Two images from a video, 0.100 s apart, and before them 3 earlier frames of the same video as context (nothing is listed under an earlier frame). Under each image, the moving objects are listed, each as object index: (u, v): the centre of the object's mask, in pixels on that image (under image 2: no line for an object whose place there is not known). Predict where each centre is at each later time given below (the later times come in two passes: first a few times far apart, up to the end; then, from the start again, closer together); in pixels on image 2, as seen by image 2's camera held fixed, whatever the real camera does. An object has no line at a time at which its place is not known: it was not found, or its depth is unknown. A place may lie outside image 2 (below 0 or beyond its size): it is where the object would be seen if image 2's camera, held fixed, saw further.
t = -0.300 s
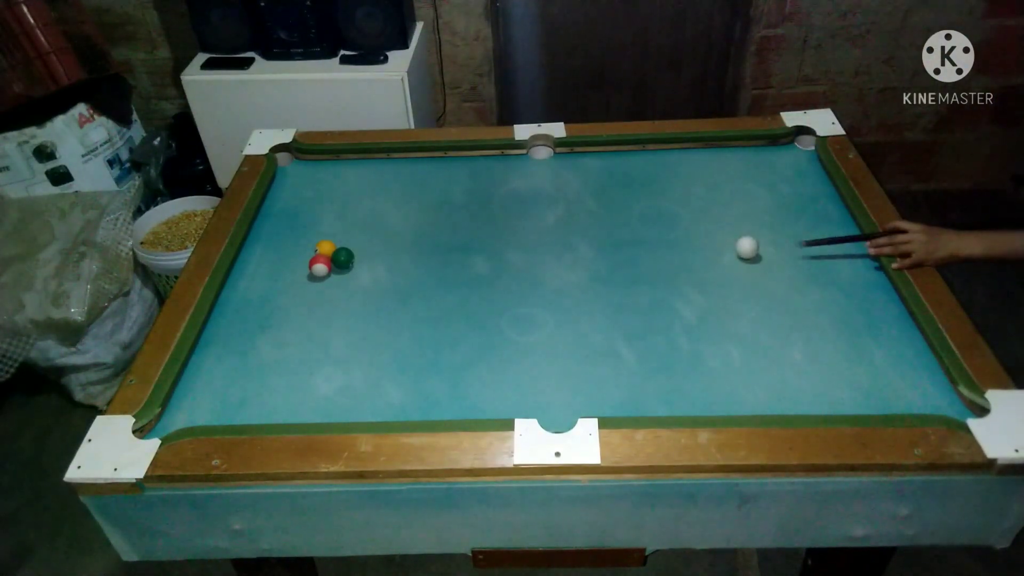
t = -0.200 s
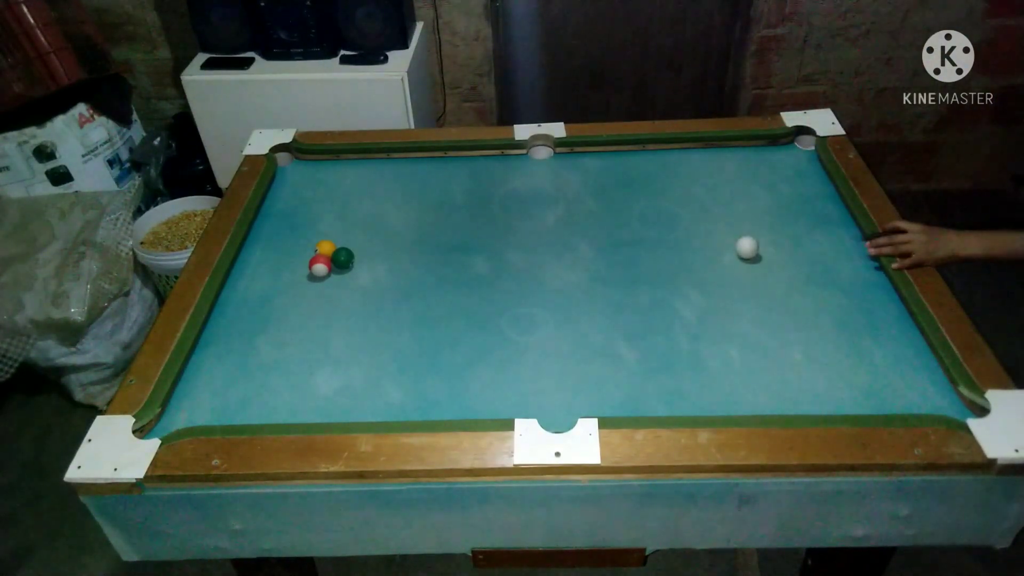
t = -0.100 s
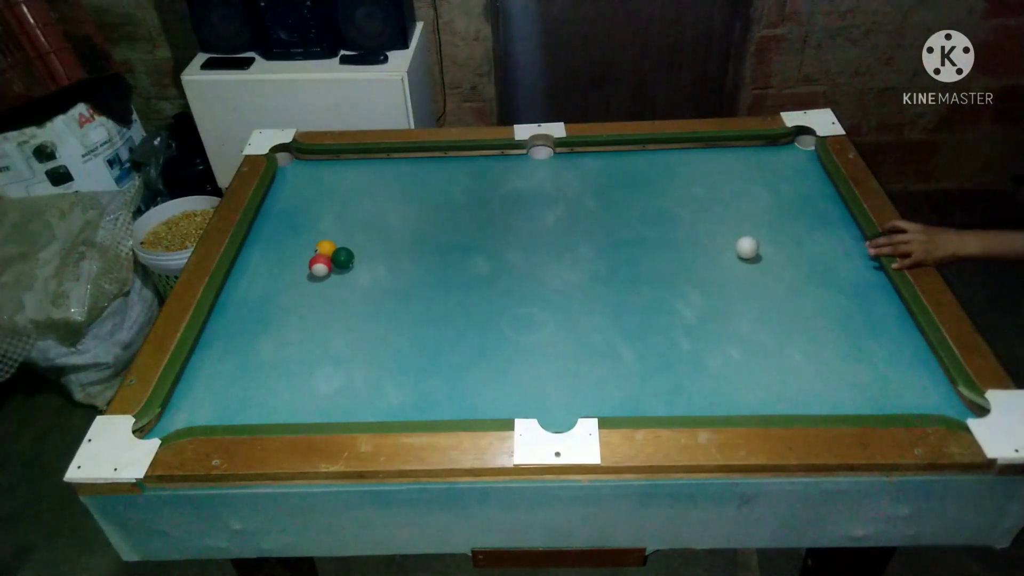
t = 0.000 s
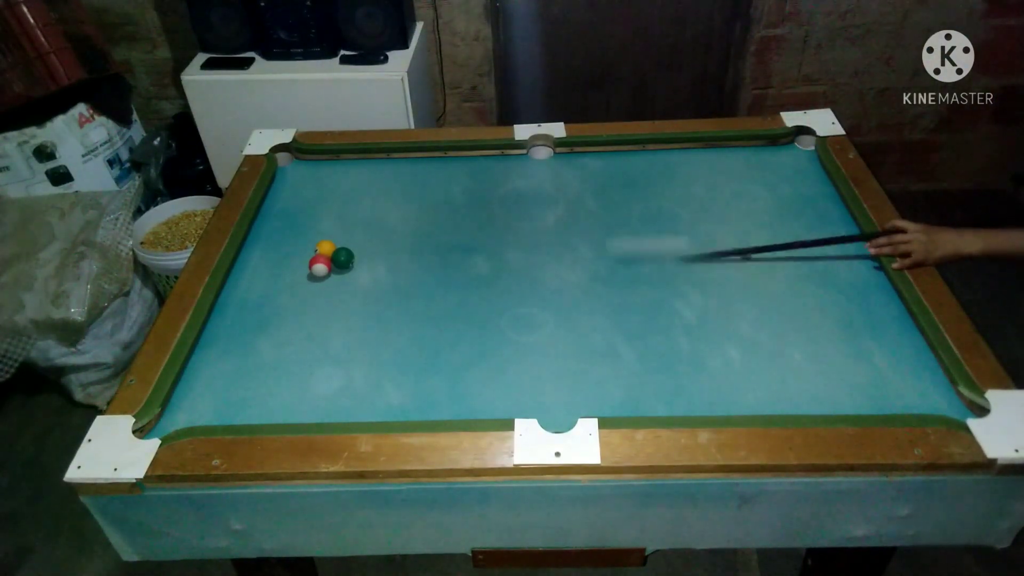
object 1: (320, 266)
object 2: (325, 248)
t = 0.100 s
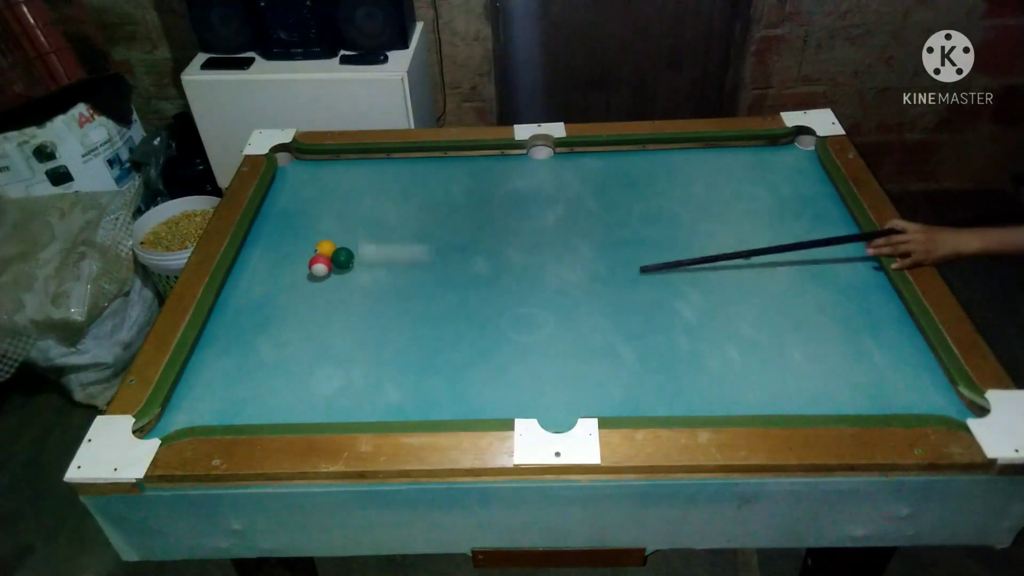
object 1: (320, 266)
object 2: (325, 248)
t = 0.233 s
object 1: (291, 309)
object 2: (293, 240)
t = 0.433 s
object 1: (488, 355)
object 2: (270, 226)
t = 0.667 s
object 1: (749, 404)
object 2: (284, 224)
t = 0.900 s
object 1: (915, 352)
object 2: (286, 224)
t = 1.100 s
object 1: (779, 301)
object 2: (287, 224)
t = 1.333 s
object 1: (651, 251)
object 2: (287, 224)
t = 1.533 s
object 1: (561, 217)
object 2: (287, 224)
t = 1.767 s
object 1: (473, 182)
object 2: (287, 224)
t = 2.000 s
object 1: (425, 157)
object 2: (287, 224)
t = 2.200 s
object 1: (422, 164)
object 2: (287, 224)
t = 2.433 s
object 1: (419, 172)
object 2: (287, 224)
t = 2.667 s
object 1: (416, 179)
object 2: (287, 224)
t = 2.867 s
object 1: (415, 182)
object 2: (287, 224)
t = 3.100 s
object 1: (414, 183)
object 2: (287, 224)
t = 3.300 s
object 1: (414, 183)
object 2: (287, 224)
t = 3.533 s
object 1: (414, 183)
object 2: (287, 224)
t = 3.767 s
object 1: (414, 183)
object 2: (287, 224)
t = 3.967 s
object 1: (414, 183)
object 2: (287, 224)
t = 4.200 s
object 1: (414, 183)
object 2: (287, 224)
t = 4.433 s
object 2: (287, 223)
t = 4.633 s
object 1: (414, 184)
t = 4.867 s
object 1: (414, 184)
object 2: (287, 224)
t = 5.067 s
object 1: (414, 184)
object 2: (287, 224)
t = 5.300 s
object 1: (414, 184)
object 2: (287, 224)
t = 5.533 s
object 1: (415, 183)
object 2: (287, 224)
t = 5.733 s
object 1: (415, 183)
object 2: (287, 224)
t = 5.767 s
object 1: (415, 183)
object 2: (287, 224)
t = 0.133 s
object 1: (279, 278)
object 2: (318, 248)
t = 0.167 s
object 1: (235, 295)
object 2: (309, 245)
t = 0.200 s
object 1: (261, 302)
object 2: (300, 243)
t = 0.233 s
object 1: (291, 309)
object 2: (293, 240)
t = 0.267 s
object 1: (322, 317)
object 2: (285, 237)
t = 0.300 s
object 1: (354, 324)
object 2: (278, 235)
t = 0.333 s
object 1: (387, 332)
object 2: (270, 232)
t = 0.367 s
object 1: (420, 340)
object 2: (263, 230)
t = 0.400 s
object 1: (454, 347)
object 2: (263, 228)
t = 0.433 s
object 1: (488, 355)
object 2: (270, 226)
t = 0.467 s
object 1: (523, 364)
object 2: (276, 224)
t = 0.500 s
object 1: (560, 372)
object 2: (280, 224)
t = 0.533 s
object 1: (598, 381)
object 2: (280, 224)
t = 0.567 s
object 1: (635, 389)
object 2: (281, 224)
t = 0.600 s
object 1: (674, 400)
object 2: (282, 224)
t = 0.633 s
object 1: (715, 406)
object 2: (283, 224)
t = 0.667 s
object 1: (749, 404)
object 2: (284, 224)
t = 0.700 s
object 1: (777, 397)
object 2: (284, 225)
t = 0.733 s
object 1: (803, 389)
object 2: (284, 225)
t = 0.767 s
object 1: (831, 382)
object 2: (285, 224)
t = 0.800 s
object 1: (857, 374)
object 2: (285, 224)
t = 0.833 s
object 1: (884, 368)
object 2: (286, 224)
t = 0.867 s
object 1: (908, 361)
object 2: (286, 224)
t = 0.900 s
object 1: (915, 352)
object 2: (286, 224)
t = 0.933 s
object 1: (889, 342)
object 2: (286, 224)
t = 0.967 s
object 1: (864, 333)
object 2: (287, 224)
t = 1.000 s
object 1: (842, 325)
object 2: (287, 224)
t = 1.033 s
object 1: (820, 316)
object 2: (287, 224)
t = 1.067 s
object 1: (799, 309)
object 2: (287, 224)
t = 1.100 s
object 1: (779, 301)
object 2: (287, 224)
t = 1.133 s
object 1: (759, 292)
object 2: (287, 224)
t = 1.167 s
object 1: (740, 284)
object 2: (287, 224)
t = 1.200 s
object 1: (720, 278)
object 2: (287, 224)
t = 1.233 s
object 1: (703, 271)
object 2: (287, 224)
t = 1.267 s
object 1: (685, 265)
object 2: (287, 224)
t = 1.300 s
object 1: (668, 258)
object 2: (287, 224)
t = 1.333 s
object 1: (651, 251)
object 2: (287, 224)
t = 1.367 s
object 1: (635, 245)
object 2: (287, 224)
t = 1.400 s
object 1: (619, 239)
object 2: (287, 224)
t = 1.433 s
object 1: (605, 234)
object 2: (287, 224)
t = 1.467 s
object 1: (590, 228)
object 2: (287, 224)
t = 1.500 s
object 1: (575, 222)
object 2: (287, 224)
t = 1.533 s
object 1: (561, 217)
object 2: (287, 224)
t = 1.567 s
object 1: (548, 211)
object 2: (287, 224)
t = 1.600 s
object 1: (535, 206)
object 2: (287, 224)
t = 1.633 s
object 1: (522, 201)
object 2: (287, 224)
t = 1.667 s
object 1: (509, 197)
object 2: (287, 224)
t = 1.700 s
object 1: (496, 192)
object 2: (287, 224)
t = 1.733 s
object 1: (486, 187)
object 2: (287, 224)
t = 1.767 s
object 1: (473, 182)
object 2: (287, 224)
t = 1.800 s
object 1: (462, 178)
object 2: (287, 224)
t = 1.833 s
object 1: (451, 174)
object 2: (287, 224)
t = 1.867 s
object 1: (440, 170)
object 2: (287, 224)
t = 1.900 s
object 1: (430, 165)
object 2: (287, 224)
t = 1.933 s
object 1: (424, 162)
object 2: (287, 224)
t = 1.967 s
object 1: (425, 160)
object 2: (287, 224)
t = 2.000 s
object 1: (425, 157)
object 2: (287, 224)
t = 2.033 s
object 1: (425, 156)
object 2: (287, 224)
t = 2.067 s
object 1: (425, 158)
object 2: (287, 224)
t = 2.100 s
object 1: (424, 159)
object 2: (287, 224)
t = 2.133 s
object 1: (424, 161)
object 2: (287, 224)
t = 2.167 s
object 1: (423, 163)
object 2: (287, 224)
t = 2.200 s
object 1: (422, 164)
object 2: (287, 224)
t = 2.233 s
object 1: (422, 165)
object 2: (287, 224)
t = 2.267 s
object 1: (421, 166)
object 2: (287, 224)
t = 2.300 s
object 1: (420, 168)
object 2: (287, 224)
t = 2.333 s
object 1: (420, 169)
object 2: (287, 224)
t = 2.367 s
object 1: (419, 170)
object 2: (287, 224)
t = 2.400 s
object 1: (419, 171)
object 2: (287, 224)
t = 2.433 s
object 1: (419, 172)
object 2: (287, 224)
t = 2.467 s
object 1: (418, 174)
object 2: (287, 224)
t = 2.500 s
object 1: (417, 175)
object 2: (287, 224)
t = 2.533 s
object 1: (417, 176)
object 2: (287, 224)
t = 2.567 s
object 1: (416, 177)
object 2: (287, 224)
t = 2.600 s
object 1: (416, 178)
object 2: (287, 224)
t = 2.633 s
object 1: (416, 178)
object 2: (287, 224)
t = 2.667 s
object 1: (416, 179)
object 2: (287, 224)
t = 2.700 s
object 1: (416, 179)
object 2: (287, 224)
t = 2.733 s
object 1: (415, 180)
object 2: (287, 224)
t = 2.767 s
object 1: (415, 181)
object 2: (287, 224)
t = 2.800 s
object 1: (415, 181)
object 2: (287, 224)
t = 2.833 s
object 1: (415, 181)
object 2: (287, 224)
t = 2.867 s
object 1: (415, 182)
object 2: (287, 224)
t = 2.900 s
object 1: (414, 182)
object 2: (287, 224)
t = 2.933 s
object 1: (414, 182)
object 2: (287, 224)
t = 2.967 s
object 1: (414, 183)
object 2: (287, 224)
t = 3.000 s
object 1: (414, 183)
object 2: (287, 224)
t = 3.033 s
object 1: (414, 183)
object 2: (287, 224)
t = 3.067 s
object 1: (414, 184)
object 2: (287, 224)
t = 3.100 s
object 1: (414, 183)
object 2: (287, 224)
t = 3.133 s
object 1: (414, 184)
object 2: (287, 224)
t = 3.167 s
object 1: (414, 183)
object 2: (287, 224)
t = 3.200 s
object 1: (414, 183)
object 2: (287, 224)
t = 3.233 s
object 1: (414, 183)
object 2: (287, 224)
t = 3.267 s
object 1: (414, 183)
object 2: (287, 224)
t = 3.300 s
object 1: (414, 183)
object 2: (287, 224)
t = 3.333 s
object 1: (414, 183)
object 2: (287, 224)
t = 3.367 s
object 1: (414, 183)
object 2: (287, 224)
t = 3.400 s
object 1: (414, 183)
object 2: (287, 224)
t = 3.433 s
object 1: (414, 183)
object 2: (287, 224)
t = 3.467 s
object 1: (414, 183)
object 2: (287, 224)
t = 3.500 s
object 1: (414, 183)
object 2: (287, 224)
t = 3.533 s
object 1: (414, 183)
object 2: (287, 224)
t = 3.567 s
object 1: (414, 183)
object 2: (287, 224)
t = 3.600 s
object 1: (414, 183)
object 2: (287, 224)
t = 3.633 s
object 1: (414, 183)
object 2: (287, 224)
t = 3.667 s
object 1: (414, 183)
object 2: (287, 224)
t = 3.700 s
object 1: (414, 183)
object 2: (287, 224)
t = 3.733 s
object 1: (414, 183)
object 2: (287, 224)
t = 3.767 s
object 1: (414, 183)
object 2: (287, 224)
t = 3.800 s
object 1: (414, 183)
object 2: (287, 224)
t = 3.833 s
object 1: (414, 183)
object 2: (287, 224)
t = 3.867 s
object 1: (414, 183)
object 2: (287, 224)
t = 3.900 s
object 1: (414, 183)
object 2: (287, 224)
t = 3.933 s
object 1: (414, 183)
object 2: (287, 224)
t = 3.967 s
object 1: (414, 183)
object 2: (287, 224)
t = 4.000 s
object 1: (414, 183)
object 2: (287, 224)
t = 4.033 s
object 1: (414, 183)
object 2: (287, 224)
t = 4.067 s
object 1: (414, 183)
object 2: (287, 224)
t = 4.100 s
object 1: (414, 183)
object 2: (287, 224)
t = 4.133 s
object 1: (414, 183)
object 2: (287, 224)
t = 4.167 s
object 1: (414, 183)
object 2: (287, 224)
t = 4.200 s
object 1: (414, 183)
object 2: (287, 224)
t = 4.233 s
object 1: (415, 183)
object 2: (287, 224)
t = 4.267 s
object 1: (414, 183)
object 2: (287, 224)
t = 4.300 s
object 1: (414, 183)
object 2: (287, 224)
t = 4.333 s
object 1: (414, 184)
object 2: (287, 225)
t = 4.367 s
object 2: (287, 224)
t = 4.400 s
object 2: (287, 224)
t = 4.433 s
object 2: (287, 223)
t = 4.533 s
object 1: (414, 184)
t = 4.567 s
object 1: (414, 184)
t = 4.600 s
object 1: (414, 184)
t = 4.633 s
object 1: (414, 184)
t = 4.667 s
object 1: (414, 184)
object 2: (288, 224)
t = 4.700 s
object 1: (414, 184)
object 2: (287, 224)
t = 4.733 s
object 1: (414, 184)
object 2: (287, 224)
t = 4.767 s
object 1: (414, 183)
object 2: (287, 224)
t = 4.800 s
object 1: (414, 184)
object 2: (287, 224)
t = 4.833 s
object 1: (414, 184)
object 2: (287, 224)
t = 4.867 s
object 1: (414, 184)
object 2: (287, 224)
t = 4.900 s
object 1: (414, 184)
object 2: (287, 224)
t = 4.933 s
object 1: (414, 184)
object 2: (287, 224)
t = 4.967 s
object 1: (414, 184)
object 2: (287, 224)
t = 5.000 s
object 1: (414, 183)
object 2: (287, 224)
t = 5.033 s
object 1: (414, 184)
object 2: (287, 224)
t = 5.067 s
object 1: (414, 184)
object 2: (287, 224)
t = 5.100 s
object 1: (414, 184)
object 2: (287, 224)
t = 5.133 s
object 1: (414, 184)
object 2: (287, 224)
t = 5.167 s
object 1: (414, 184)
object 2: (287, 224)
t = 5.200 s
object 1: (414, 184)
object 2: (287, 224)
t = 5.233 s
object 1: (414, 184)
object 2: (287, 224)
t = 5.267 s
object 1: (414, 184)
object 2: (287, 224)
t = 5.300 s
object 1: (414, 184)
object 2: (287, 224)
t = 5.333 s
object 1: (414, 184)
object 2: (287, 224)
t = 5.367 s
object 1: (414, 184)
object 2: (287, 224)
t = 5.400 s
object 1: (414, 184)
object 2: (287, 224)
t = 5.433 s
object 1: (415, 184)
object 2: (287, 224)
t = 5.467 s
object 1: (415, 184)
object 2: (287, 224)
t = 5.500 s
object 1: (415, 183)
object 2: (287, 224)
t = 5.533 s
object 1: (415, 183)
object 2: (287, 224)
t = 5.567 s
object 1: (415, 183)
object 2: (287, 224)
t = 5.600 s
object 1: (414, 184)
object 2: (287, 224)
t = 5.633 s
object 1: (414, 184)
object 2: (287, 224)
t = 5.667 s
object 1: (415, 183)
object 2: (287, 224)
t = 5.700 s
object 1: (415, 183)
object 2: (287, 224)
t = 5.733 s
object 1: (415, 183)
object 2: (287, 224)
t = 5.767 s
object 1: (415, 183)
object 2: (287, 224)
